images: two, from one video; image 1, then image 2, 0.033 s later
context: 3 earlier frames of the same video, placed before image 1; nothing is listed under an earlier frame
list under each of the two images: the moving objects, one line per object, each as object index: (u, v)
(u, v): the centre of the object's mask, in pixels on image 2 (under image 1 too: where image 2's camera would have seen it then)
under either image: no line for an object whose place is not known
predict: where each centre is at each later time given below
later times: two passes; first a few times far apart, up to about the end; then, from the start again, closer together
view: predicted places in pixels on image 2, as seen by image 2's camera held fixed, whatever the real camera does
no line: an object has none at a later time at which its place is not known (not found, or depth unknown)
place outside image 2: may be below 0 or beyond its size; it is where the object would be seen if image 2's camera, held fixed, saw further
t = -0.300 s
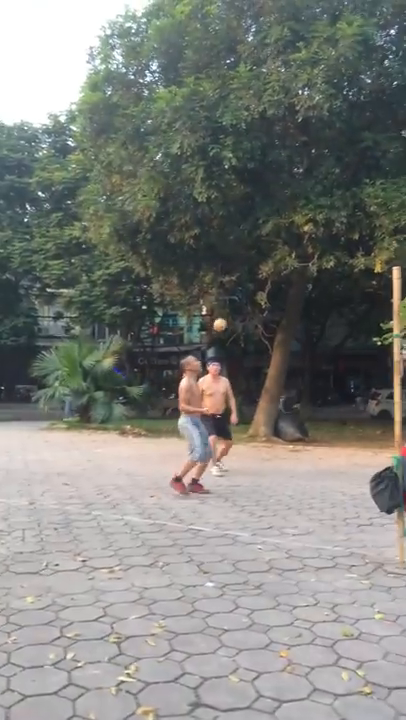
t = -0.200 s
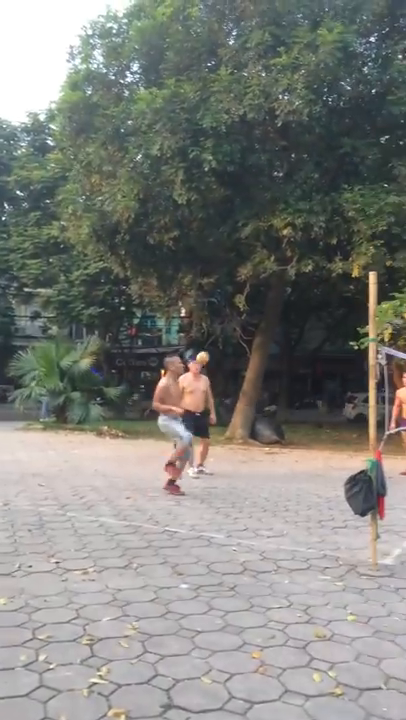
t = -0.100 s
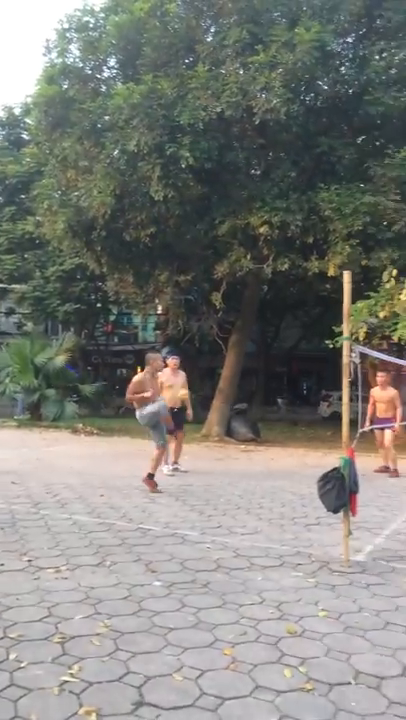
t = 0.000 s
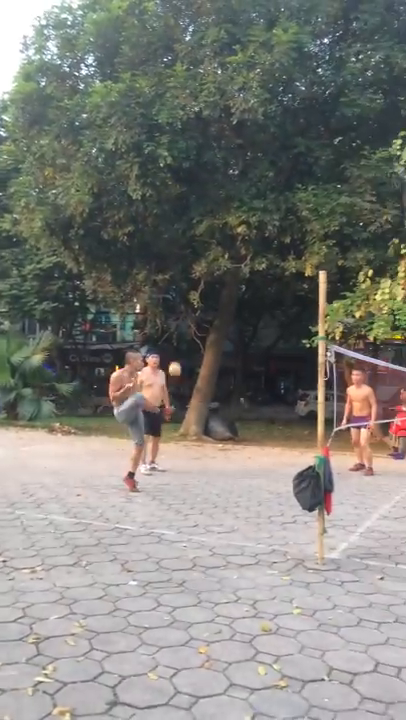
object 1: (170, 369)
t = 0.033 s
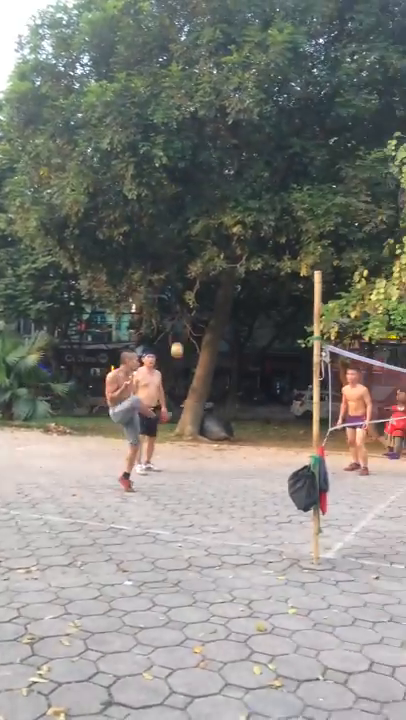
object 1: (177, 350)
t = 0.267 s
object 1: (219, 248)
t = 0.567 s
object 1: (267, 194)
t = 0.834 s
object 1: (306, 207)
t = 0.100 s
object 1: (189, 314)
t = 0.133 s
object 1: (195, 299)
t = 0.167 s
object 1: (201, 285)
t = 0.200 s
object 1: (208, 272)
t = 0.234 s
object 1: (213, 260)
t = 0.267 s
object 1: (219, 248)
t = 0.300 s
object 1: (225, 239)
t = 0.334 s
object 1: (230, 230)
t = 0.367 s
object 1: (235, 221)
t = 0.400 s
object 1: (241, 215)
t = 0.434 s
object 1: (247, 209)
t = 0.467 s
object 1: (252, 204)
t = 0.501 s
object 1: (257, 199)
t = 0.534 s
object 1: (262, 196)
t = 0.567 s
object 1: (267, 194)
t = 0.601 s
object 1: (272, 193)
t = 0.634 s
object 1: (277, 192)
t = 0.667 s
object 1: (282, 193)
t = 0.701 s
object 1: (287, 193)
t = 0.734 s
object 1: (292, 196)
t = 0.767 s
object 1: (296, 199)
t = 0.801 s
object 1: (301, 202)
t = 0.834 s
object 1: (306, 207)
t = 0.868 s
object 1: (310, 213)
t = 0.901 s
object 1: (314, 218)
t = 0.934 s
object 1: (319, 226)
